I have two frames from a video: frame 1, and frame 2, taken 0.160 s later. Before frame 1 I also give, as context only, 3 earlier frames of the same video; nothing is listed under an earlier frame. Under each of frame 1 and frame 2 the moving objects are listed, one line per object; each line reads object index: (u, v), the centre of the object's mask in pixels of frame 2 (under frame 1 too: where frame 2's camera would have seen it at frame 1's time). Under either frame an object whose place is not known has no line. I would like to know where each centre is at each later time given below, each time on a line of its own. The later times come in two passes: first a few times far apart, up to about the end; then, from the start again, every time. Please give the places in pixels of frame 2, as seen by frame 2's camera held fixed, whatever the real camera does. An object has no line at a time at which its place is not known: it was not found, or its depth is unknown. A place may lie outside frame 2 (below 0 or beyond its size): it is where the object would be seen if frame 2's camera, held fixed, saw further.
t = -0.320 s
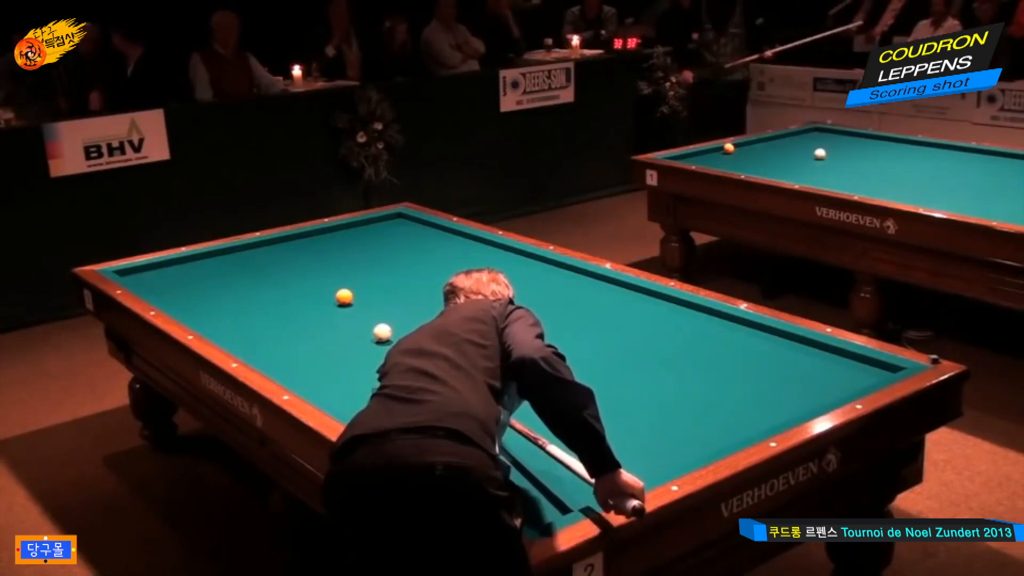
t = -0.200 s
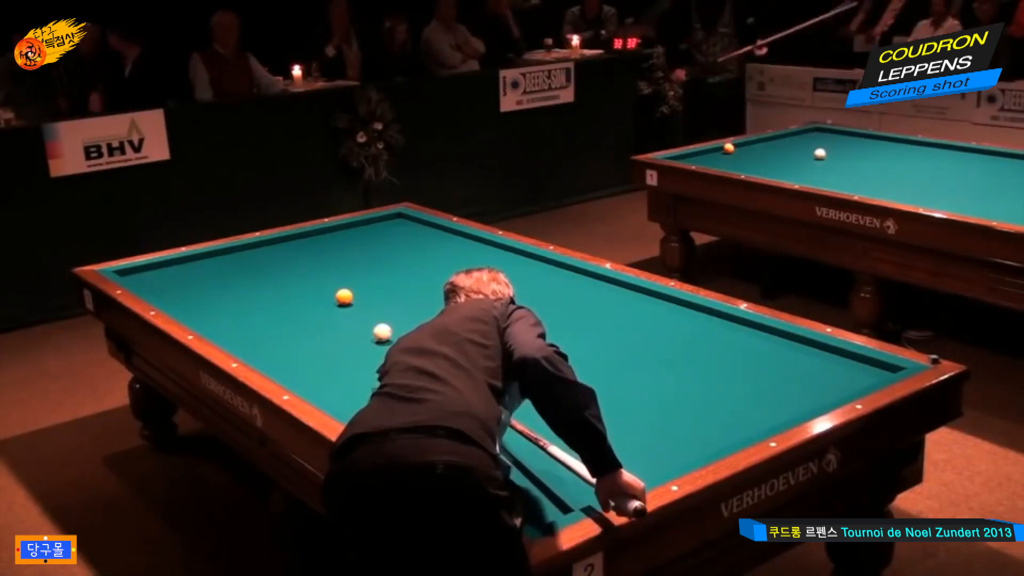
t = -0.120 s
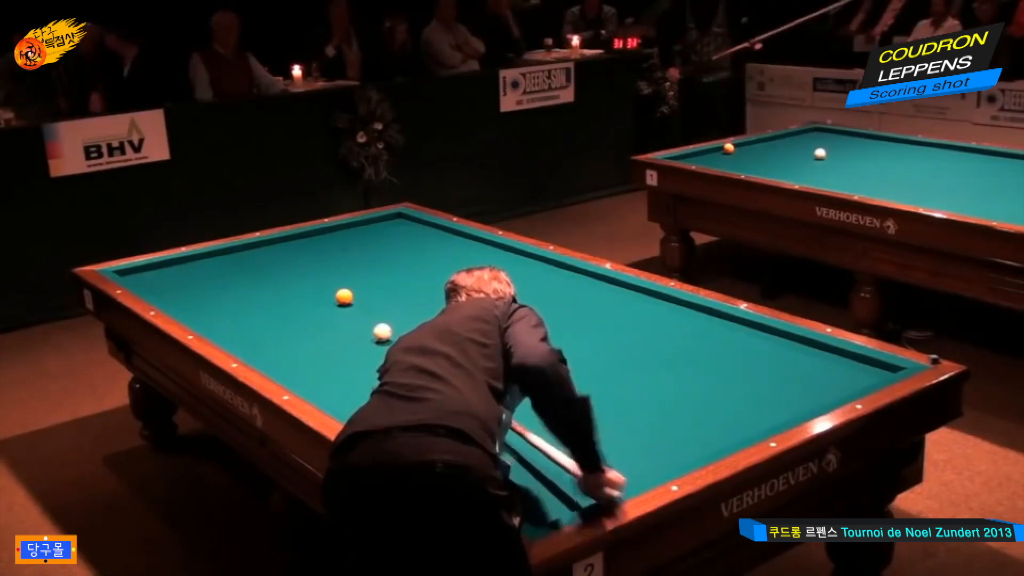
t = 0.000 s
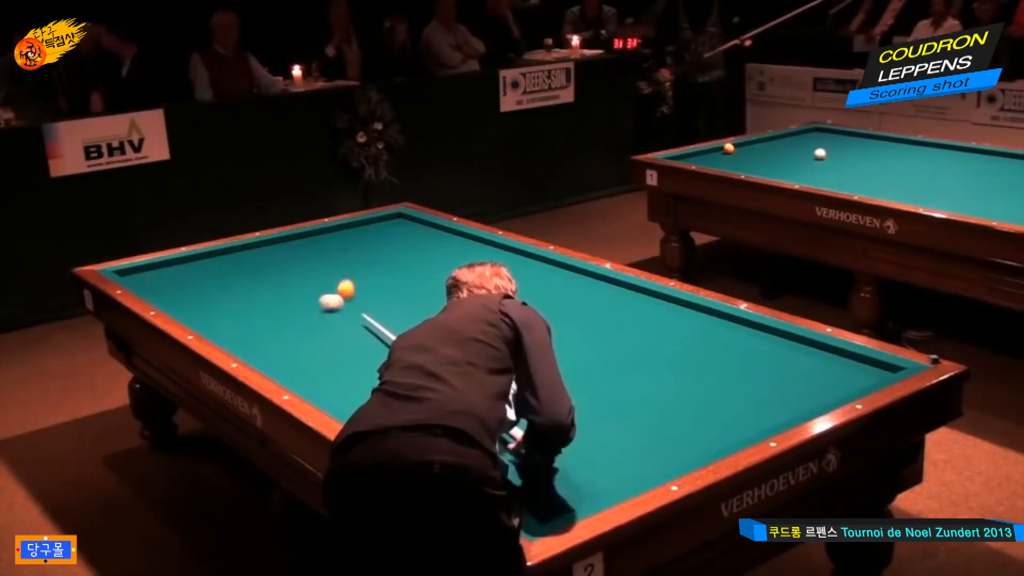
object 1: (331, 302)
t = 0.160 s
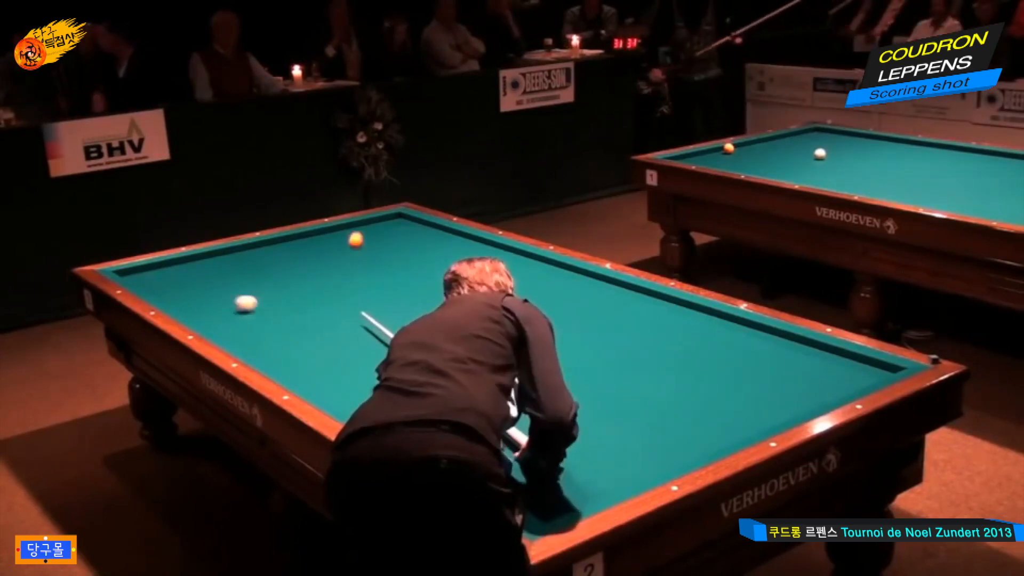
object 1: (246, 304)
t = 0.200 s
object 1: (227, 304)
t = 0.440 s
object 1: (181, 288)
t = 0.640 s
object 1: (186, 267)
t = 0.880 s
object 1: (230, 259)
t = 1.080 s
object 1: (284, 259)
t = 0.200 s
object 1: (227, 304)
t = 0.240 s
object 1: (208, 304)
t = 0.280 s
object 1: (190, 304)
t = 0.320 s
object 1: (174, 302)
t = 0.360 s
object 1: (175, 299)
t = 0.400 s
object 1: (178, 294)
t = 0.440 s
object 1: (181, 288)
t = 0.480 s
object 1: (183, 284)
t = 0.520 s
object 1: (184, 279)
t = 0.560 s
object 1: (185, 275)
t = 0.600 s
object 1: (186, 271)
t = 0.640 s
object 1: (186, 267)
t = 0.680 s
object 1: (186, 263)
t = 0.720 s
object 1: (187, 260)
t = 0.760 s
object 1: (193, 258)
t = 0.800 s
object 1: (206, 258)
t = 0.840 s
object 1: (218, 258)
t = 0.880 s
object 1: (230, 259)
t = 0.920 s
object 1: (241, 259)
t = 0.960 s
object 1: (252, 259)
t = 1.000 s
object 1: (263, 259)
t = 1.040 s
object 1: (273, 259)
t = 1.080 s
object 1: (284, 259)
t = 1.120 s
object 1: (294, 259)
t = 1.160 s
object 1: (304, 258)
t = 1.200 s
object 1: (313, 258)
